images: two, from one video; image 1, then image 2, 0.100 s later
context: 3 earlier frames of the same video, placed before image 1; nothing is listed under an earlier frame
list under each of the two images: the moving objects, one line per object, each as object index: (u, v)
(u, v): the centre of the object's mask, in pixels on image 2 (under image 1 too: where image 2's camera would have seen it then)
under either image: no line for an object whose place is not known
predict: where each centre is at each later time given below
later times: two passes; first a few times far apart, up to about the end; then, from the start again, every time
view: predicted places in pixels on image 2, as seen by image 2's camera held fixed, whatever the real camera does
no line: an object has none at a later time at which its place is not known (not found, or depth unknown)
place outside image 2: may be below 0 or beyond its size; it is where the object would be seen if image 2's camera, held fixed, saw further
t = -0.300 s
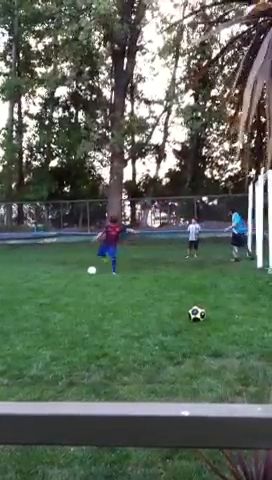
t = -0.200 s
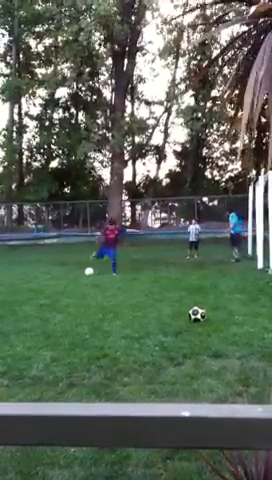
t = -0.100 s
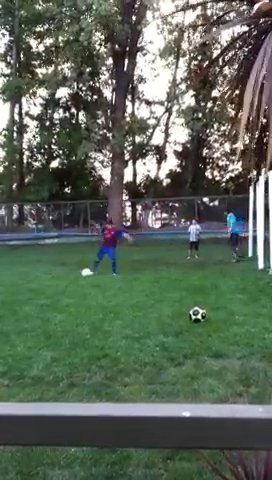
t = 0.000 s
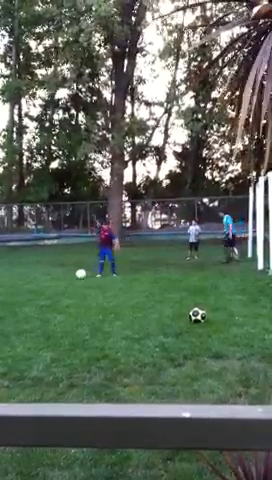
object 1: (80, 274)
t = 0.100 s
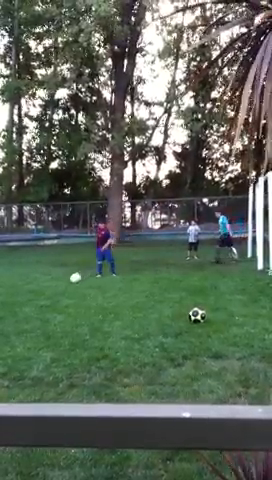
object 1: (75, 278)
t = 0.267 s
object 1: (68, 281)
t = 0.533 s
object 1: (56, 288)
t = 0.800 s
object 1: (47, 294)
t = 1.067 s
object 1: (39, 299)
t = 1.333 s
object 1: (31, 306)
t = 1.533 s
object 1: (25, 309)
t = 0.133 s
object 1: (73, 280)
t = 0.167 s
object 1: (72, 280)
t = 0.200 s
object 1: (71, 281)
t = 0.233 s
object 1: (69, 280)
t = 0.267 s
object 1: (68, 281)
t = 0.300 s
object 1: (66, 282)
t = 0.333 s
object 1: (64, 283)
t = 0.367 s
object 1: (63, 285)
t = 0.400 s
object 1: (61, 287)
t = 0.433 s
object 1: (60, 287)
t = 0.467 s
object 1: (59, 287)
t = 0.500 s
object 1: (57, 288)
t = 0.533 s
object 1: (56, 288)
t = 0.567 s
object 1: (55, 289)
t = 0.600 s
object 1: (54, 290)
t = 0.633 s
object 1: (53, 291)
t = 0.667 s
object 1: (51, 291)
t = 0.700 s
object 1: (50, 291)
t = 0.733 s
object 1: (49, 292)
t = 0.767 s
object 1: (48, 293)
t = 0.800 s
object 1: (47, 294)
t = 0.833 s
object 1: (46, 295)
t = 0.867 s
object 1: (44, 295)
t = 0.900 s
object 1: (43, 295)
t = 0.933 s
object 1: (43, 296)
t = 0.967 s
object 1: (42, 297)
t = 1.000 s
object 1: (40, 298)
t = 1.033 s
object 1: (39, 299)
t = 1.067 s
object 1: (39, 299)
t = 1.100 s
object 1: (38, 300)
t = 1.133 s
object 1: (37, 301)
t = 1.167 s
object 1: (36, 302)
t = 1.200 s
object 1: (35, 303)
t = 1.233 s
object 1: (34, 304)
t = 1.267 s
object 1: (33, 304)
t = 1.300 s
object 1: (32, 305)
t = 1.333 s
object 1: (31, 306)
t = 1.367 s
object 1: (30, 306)
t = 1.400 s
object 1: (30, 307)
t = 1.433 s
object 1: (29, 308)
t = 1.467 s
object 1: (28, 308)
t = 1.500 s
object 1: (27, 309)
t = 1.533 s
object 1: (25, 309)
